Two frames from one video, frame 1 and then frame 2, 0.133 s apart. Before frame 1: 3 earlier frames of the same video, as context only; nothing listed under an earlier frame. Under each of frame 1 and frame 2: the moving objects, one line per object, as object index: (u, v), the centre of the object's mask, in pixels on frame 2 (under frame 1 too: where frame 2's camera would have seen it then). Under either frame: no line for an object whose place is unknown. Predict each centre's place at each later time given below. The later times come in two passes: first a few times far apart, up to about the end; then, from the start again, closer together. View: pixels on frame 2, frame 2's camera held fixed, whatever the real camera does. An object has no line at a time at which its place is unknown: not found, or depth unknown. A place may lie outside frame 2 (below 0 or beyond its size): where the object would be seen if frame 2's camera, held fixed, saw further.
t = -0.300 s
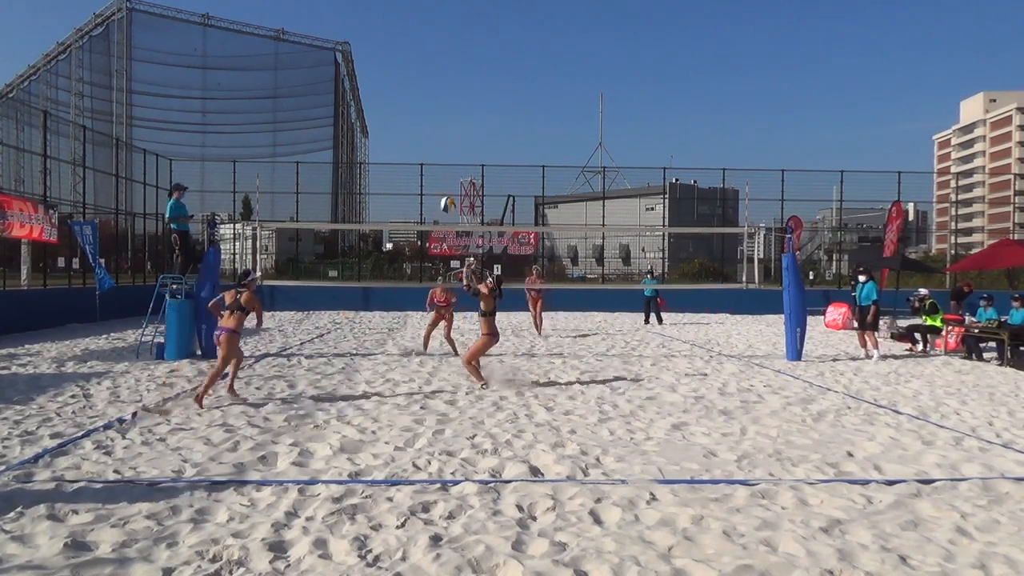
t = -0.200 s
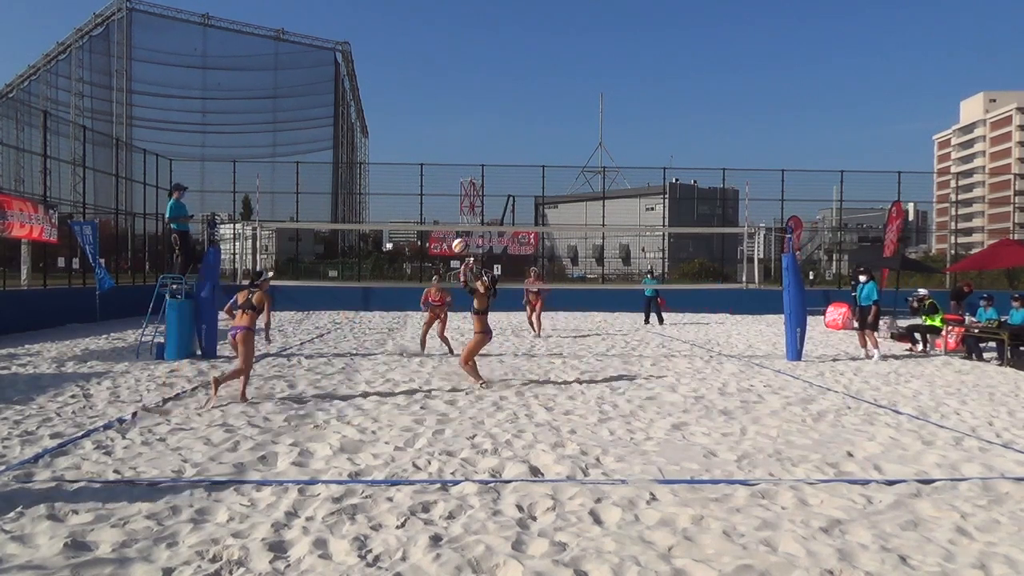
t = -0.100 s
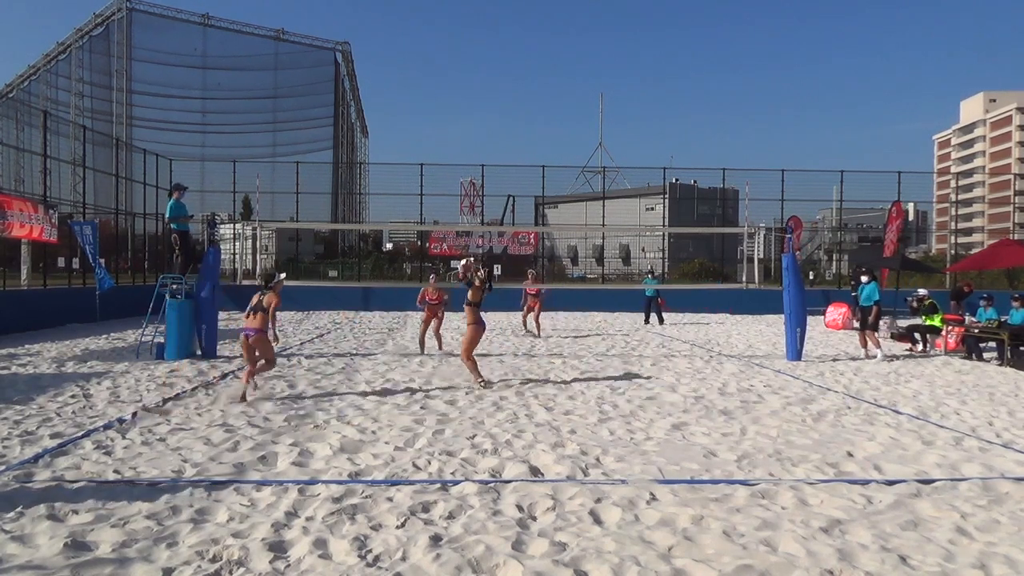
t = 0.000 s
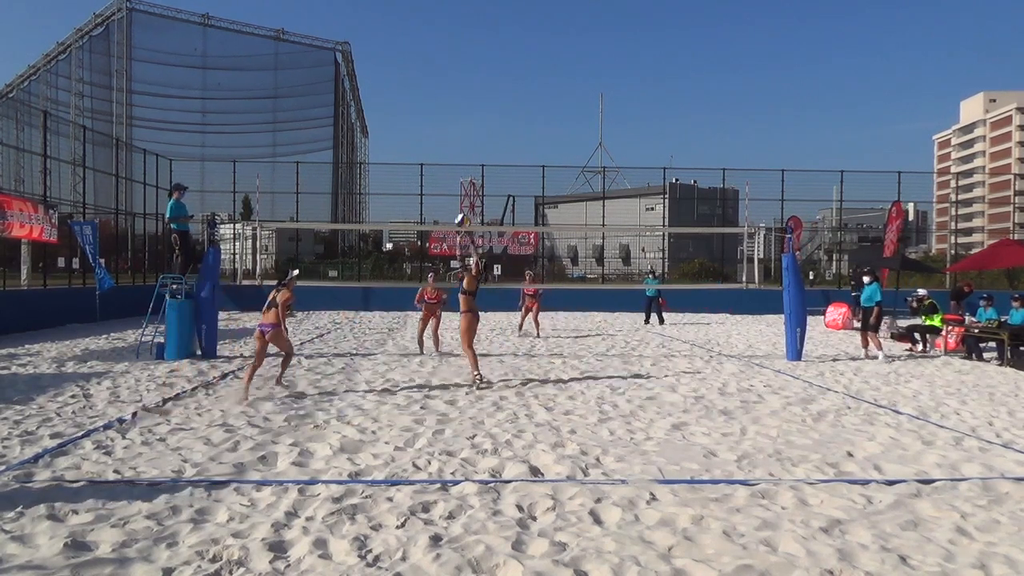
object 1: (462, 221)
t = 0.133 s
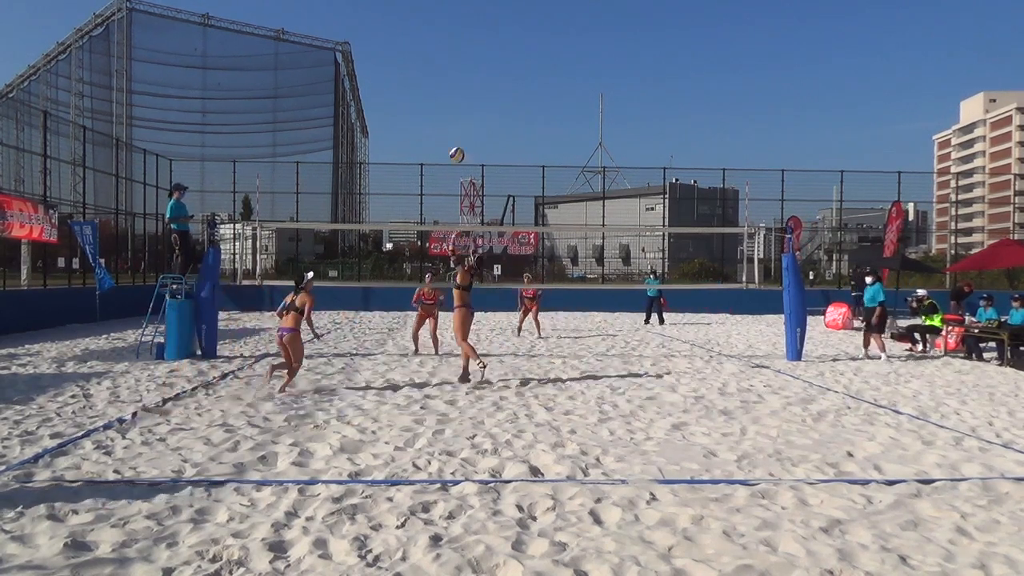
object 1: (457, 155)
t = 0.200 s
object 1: (454, 128)
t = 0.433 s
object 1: (448, 62)
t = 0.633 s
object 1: (443, 39)
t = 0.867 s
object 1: (437, 46)
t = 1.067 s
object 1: (433, 80)
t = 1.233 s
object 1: (429, 126)
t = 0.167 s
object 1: (456, 140)
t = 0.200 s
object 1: (454, 128)
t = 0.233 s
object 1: (453, 116)
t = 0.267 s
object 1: (452, 104)
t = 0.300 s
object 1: (451, 94)
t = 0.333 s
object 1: (450, 84)
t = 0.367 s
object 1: (449, 76)
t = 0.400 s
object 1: (448, 68)
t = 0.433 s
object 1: (448, 62)
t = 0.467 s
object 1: (447, 56)
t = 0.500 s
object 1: (446, 51)
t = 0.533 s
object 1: (445, 47)
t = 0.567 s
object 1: (445, 43)
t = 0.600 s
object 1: (443, 40)
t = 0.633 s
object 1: (443, 39)
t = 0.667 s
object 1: (442, 37)
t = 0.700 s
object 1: (441, 37)
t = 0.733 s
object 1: (440, 37)
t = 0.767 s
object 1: (439, 38)
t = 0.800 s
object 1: (439, 40)
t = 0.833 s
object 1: (437, 43)
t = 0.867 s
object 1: (437, 46)
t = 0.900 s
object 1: (436, 50)
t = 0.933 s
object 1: (436, 55)
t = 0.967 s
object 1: (435, 60)
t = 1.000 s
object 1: (434, 66)
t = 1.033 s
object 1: (433, 73)
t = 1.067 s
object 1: (433, 80)
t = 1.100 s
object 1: (432, 88)
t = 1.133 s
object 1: (431, 97)
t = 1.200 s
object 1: (430, 116)
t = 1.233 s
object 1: (429, 126)
